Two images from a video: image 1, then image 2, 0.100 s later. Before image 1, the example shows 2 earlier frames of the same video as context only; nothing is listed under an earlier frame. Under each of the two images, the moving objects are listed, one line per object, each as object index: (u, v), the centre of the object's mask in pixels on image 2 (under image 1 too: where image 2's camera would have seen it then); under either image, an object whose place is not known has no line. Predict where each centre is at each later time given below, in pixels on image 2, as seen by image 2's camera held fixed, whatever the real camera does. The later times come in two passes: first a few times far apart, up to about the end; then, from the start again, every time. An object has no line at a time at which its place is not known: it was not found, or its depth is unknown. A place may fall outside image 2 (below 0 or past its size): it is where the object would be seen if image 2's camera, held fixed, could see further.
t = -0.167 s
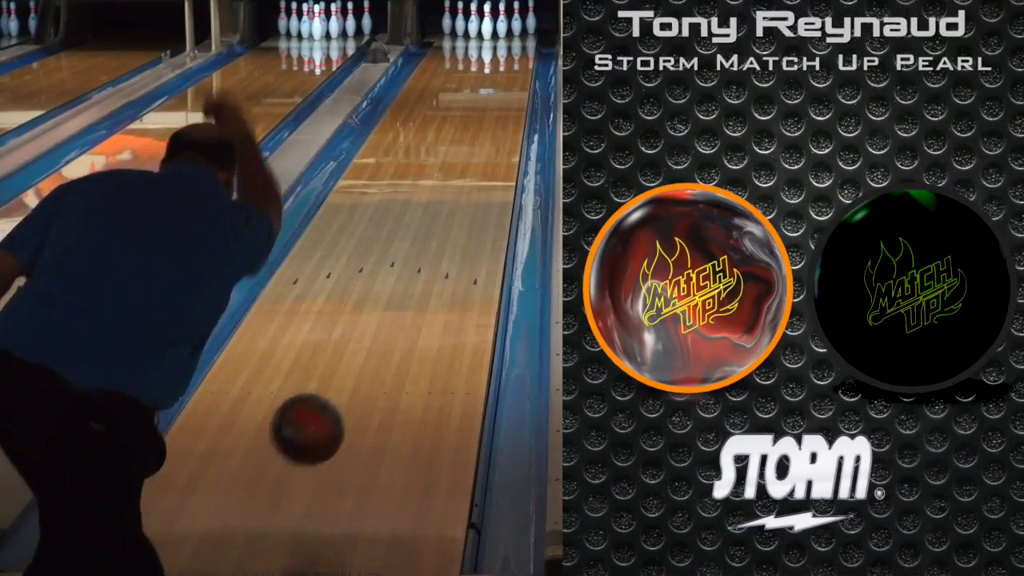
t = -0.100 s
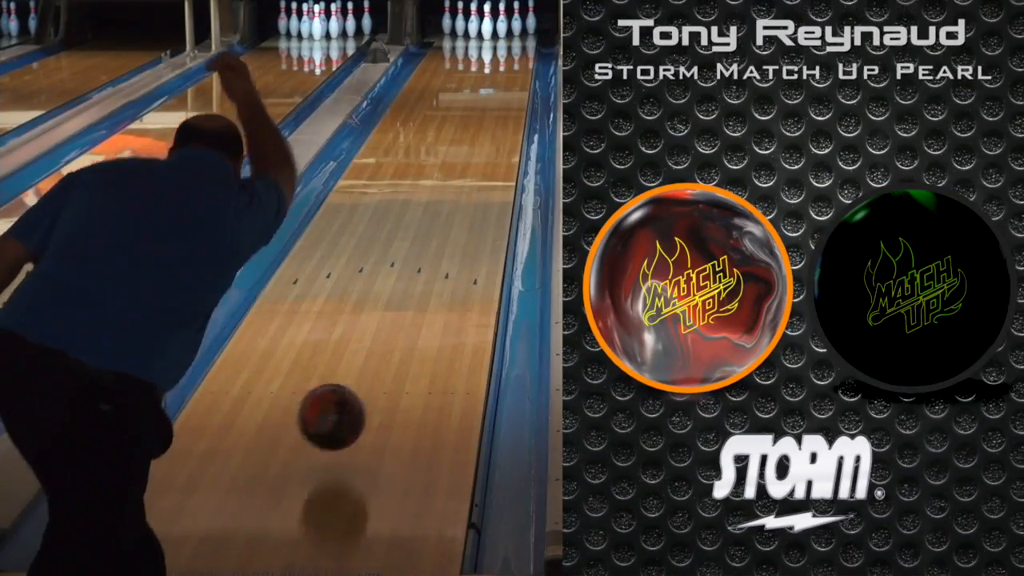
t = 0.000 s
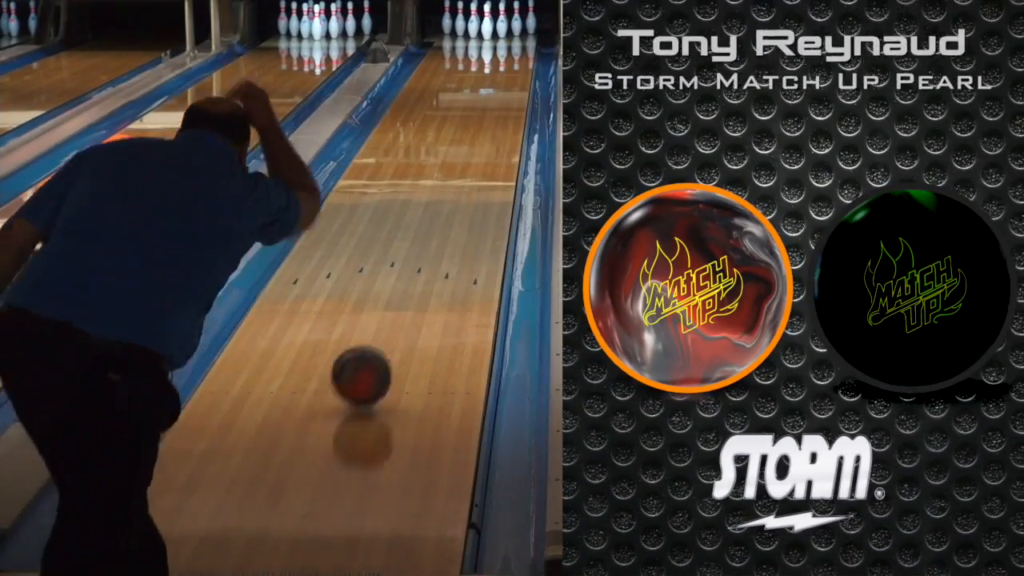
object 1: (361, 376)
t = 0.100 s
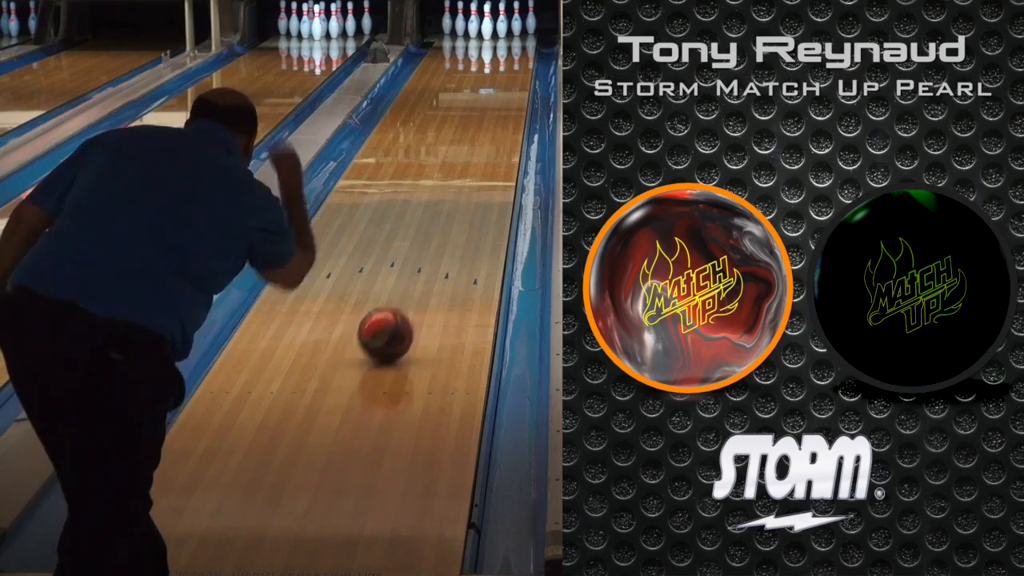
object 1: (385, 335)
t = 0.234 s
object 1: (411, 284)
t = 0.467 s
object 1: (445, 220)
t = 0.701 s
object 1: (468, 171)
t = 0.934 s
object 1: (485, 135)
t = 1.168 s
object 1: (497, 106)
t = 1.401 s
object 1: (505, 85)
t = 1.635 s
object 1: (509, 65)
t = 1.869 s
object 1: (507, 50)
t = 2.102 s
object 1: (500, 39)
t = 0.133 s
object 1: (392, 321)
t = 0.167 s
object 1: (399, 308)
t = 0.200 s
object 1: (405, 296)
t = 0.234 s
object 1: (411, 284)
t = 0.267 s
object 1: (417, 274)
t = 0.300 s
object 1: (422, 263)
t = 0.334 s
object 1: (427, 254)
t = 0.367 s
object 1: (432, 245)
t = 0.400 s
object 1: (436, 236)
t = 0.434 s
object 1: (441, 228)
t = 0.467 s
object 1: (445, 220)
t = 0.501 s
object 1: (449, 213)
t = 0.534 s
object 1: (452, 205)
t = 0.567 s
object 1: (456, 198)
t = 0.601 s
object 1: (459, 191)
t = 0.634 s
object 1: (463, 184)
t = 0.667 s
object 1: (466, 177)
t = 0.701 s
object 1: (468, 171)
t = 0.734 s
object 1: (471, 165)
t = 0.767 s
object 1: (474, 160)
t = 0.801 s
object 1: (476, 155)
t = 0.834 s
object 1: (479, 150)
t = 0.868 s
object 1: (481, 145)
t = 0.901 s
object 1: (483, 139)
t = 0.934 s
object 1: (485, 135)
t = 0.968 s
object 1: (487, 131)
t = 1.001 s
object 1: (489, 126)
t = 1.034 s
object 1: (491, 122)
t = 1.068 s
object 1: (493, 118)
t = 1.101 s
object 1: (494, 114)
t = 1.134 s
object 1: (496, 110)
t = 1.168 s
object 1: (497, 106)
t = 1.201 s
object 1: (498, 103)
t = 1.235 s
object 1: (499, 100)
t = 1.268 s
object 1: (501, 97)
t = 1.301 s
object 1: (502, 93)
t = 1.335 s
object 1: (503, 90)
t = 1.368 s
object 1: (504, 87)
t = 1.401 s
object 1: (505, 85)
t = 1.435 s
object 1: (506, 82)
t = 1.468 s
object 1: (506, 79)
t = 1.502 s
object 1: (507, 76)
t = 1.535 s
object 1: (508, 73)
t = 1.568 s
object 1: (508, 70)
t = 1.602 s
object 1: (508, 68)
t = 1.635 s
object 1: (509, 65)
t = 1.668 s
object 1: (508, 63)
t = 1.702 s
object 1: (509, 60)
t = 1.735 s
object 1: (509, 58)
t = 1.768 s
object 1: (508, 56)
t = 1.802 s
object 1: (508, 54)
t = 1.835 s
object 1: (508, 52)
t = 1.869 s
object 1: (507, 50)
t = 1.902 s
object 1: (506, 49)
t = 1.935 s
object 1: (506, 48)
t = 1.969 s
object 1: (505, 45)
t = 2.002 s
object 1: (504, 44)
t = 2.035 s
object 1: (503, 42)
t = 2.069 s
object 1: (501, 41)
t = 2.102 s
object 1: (500, 39)
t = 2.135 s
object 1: (499, 37)
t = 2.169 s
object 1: (497, 36)
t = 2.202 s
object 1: (496, 35)
